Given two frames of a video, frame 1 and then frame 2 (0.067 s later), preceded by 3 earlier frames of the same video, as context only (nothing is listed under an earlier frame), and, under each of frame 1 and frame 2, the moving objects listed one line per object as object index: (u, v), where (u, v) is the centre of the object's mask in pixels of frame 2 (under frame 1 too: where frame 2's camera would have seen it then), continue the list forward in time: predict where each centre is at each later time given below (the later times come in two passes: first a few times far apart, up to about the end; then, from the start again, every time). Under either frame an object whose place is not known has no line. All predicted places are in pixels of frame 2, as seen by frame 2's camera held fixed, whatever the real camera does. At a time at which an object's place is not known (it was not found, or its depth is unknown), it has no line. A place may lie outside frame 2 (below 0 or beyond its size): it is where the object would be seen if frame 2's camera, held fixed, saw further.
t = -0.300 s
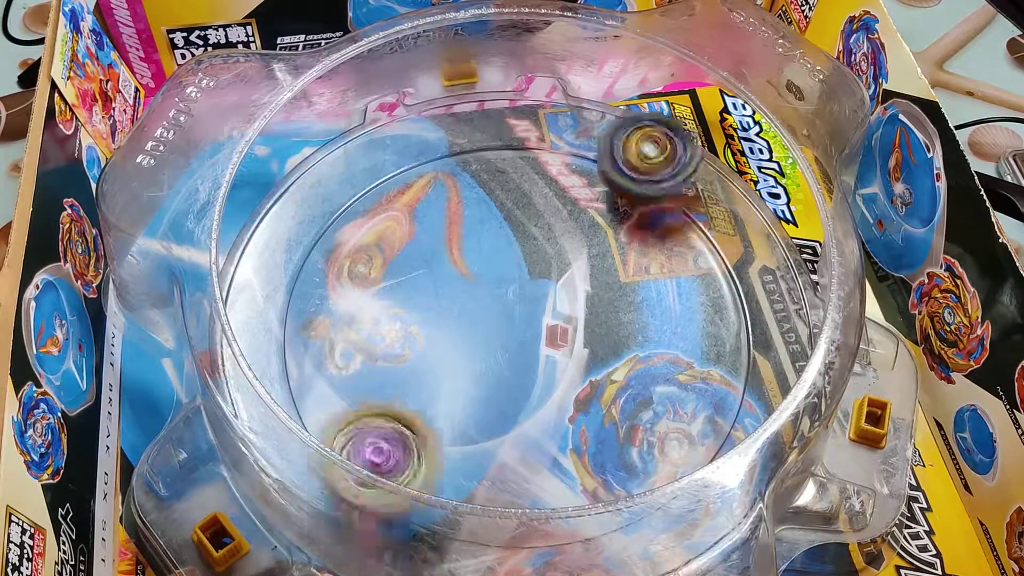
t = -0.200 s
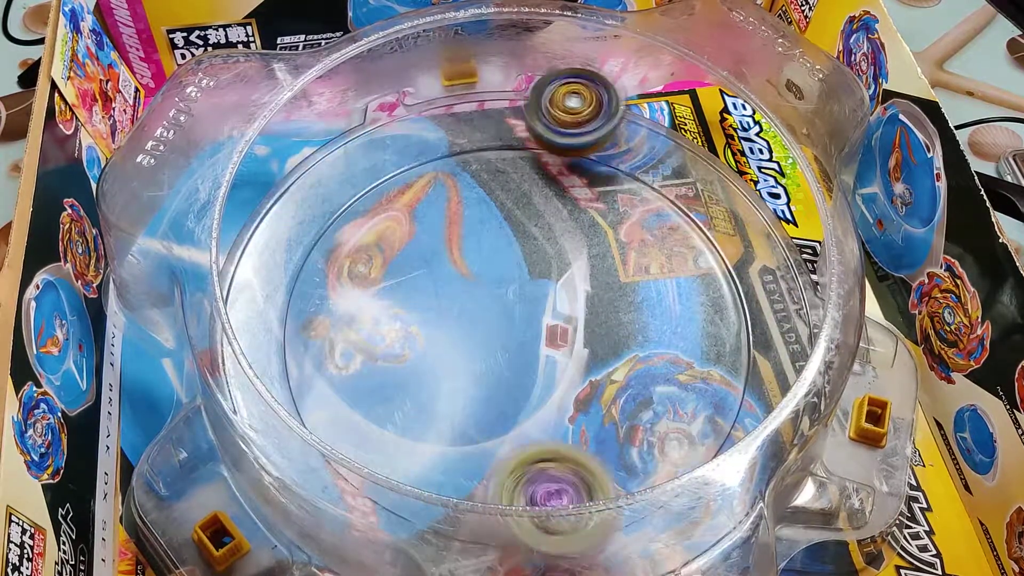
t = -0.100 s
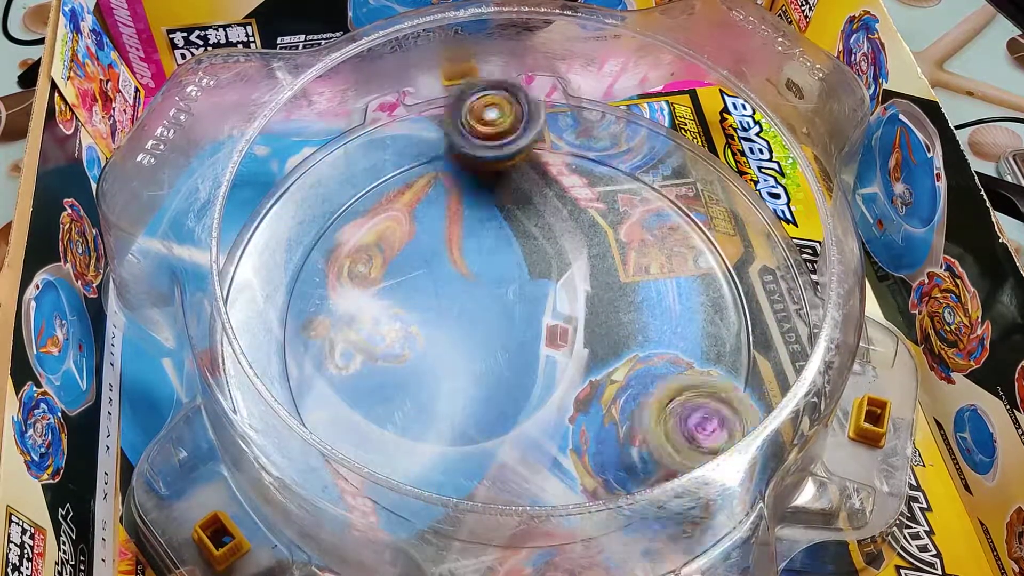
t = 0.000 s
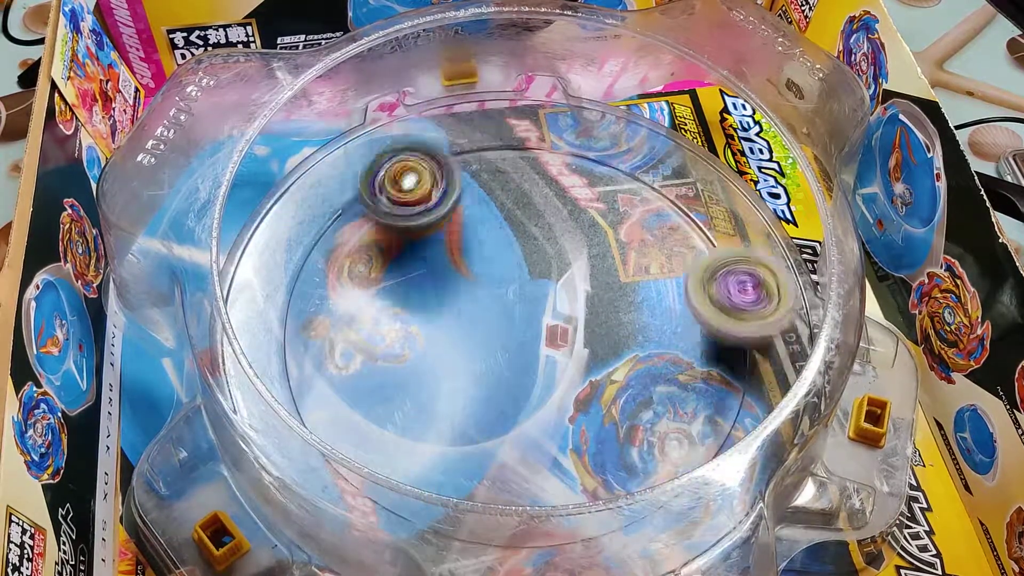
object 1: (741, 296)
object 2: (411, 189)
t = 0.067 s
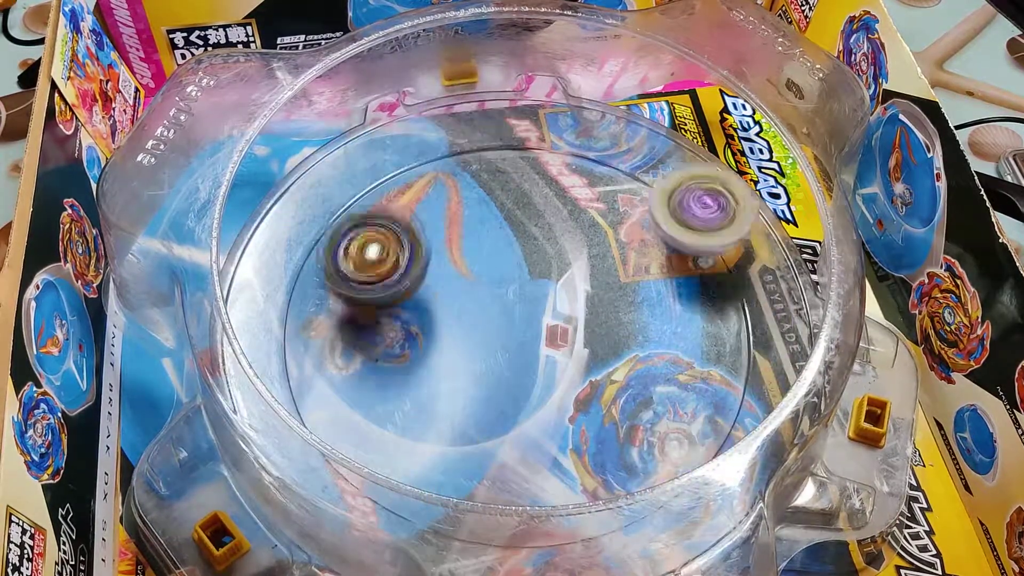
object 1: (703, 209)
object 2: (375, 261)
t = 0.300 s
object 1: (388, 165)
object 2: (496, 470)
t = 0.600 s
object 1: (523, 503)
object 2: (723, 311)
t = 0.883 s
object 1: (675, 185)
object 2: (458, 194)
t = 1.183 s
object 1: (297, 306)
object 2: (343, 413)
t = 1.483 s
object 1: (605, 397)
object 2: (751, 319)
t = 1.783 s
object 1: (581, 137)
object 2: (414, 149)
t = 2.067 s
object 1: (370, 190)
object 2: (420, 495)
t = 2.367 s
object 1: (539, 446)
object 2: (765, 288)
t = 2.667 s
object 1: (718, 239)
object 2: (590, 125)
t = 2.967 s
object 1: (445, 163)
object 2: (388, 318)
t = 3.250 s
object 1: (377, 414)
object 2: (501, 511)
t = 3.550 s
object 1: (580, 378)
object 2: (723, 363)
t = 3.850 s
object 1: (435, 179)
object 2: (628, 183)
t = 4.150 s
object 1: (275, 276)
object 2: (478, 294)
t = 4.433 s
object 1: (420, 376)
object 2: (722, 404)
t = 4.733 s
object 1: (488, 132)
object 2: (691, 430)
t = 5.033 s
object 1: (423, 126)
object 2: (527, 382)
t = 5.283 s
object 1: (435, 245)
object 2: (415, 364)
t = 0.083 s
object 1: (687, 192)
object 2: (370, 280)
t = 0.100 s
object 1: (667, 177)
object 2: (367, 299)
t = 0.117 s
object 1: (647, 163)
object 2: (366, 320)
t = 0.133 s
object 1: (626, 152)
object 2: (369, 341)
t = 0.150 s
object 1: (601, 143)
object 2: (372, 357)
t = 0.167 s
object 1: (578, 137)
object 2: (378, 376)
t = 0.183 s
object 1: (552, 133)
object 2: (386, 395)
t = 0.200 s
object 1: (528, 129)
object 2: (396, 413)
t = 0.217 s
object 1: (501, 130)
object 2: (408, 427)
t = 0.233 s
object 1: (478, 132)
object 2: (423, 439)
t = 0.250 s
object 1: (457, 137)
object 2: (441, 450)
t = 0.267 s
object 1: (432, 143)
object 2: (459, 458)
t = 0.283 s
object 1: (409, 152)
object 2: (477, 465)
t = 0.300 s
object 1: (388, 165)
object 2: (496, 470)
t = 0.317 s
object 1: (366, 178)
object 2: (517, 474)
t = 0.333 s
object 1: (347, 193)
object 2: (538, 476)
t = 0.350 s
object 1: (331, 212)
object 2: (557, 478)
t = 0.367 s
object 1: (317, 233)
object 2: (576, 478)
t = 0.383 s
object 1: (307, 257)
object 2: (598, 475)
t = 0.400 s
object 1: (300, 280)
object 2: (617, 471)
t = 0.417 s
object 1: (297, 305)
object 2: (635, 465)
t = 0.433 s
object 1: (299, 331)
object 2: (651, 459)
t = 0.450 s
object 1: (307, 357)
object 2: (669, 448)
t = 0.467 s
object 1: (319, 379)
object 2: (680, 439)
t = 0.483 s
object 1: (335, 402)
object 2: (697, 425)
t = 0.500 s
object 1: (355, 420)
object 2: (706, 414)
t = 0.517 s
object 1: (371, 450)
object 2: (715, 397)
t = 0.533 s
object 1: (397, 468)
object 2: (724, 380)
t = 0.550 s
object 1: (422, 483)
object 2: (726, 363)
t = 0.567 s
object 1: (452, 495)
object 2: (727, 346)
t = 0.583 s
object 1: (487, 502)
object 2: (726, 328)
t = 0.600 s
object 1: (523, 503)
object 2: (723, 311)
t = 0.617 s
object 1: (556, 500)
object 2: (717, 296)
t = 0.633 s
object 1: (589, 495)
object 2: (711, 280)
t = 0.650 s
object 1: (616, 482)
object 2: (700, 264)
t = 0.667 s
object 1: (637, 457)
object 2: (692, 251)
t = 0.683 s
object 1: (662, 444)
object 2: (676, 235)
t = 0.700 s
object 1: (687, 428)
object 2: (662, 223)
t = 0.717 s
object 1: (709, 408)
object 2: (647, 212)
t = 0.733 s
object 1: (724, 389)
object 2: (627, 206)
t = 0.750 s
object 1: (735, 368)
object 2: (608, 201)
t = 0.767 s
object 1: (741, 343)
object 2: (589, 196)
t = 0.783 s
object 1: (742, 317)
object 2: (570, 192)
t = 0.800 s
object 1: (740, 292)
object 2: (549, 190)
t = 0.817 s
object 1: (734, 269)
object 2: (533, 188)
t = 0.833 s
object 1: (724, 245)
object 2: (512, 187)
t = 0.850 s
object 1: (712, 224)
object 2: (495, 187)
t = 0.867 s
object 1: (694, 202)
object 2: (477, 189)
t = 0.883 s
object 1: (675, 185)
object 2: (458, 194)
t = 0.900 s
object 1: (653, 170)
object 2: (442, 198)
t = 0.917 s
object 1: (629, 157)
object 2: (424, 204)
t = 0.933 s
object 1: (606, 146)
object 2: (409, 213)
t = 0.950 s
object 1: (579, 139)
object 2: (394, 222)
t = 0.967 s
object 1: (552, 133)
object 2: (379, 231)
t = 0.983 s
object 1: (526, 130)
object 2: (367, 243)
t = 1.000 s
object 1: (499, 132)
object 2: (355, 254)
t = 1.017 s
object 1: (475, 134)
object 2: (345, 267)
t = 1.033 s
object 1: (449, 139)
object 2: (335, 282)
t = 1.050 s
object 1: (422, 147)
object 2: (329, 294)
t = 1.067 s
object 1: (398, 158)
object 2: (323, 309)
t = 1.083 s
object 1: (376, 171)
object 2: (319, 325)
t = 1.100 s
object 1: (353, 187)
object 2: (316, 340)
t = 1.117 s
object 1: (335, 208)
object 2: (316, 358)
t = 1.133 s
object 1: (320, 230)
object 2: (319, 370)
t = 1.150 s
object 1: (307, 255)
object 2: (324, 383)
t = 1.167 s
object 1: (300, 279)
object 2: (330, 398)
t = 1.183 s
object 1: (297, 306)
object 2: (343, 413)
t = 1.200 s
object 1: (301, 325)
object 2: (359, 430)
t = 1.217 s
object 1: (307, 342)
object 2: (375, 457)
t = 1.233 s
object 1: (314, 361)
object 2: (405, 486)
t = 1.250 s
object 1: (323, 376)
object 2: (430, 494)
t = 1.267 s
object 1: (336, 392)
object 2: (463, 506)
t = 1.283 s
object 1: (352, 406)
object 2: (495, 515)
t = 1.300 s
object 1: (368, 417)
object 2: (532, 511)
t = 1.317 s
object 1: (387, 428)
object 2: (567, 507)
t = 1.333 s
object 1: (408, 436)
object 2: (598, 502)
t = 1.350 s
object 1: (426, 442)
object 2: (620, 470)
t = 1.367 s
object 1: (451, 445)
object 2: (649, 459)
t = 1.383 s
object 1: (477, 446)
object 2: (675, 444)
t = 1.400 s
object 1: (500, 446)
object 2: (696, 429)
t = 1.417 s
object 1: (522, 440)
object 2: (715, 410)
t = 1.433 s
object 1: (545, 433)
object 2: (731, 388)
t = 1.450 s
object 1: (568, 425)
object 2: (740, 374)
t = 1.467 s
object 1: (588, 412)
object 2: (749, 343)
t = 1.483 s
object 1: (605, 397)
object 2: (751, 319)
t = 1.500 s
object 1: (622, 382)
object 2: (746, 293)
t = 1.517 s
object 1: (631, 367)
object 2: (740, 269)
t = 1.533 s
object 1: (644, 351)
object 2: (730, 246)
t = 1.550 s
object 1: (654, 332)
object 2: (717, 227)
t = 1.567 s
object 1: (662, 313)
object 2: (704, 218)
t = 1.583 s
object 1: (665, 297)
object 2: (683, 188)
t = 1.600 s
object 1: (667, 278)
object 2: (663, 172)
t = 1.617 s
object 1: (666, 260)
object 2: (644, 158)
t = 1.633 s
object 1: (663, 244)
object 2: (623, 150)
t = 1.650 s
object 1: (660, 230)
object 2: (597, 141)
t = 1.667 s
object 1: (655, 216)
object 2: (574, 137)
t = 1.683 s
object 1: (647, 200)
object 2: (550, 132)
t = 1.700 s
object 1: (639, 188)
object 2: (527, 130)
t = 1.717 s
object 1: (630, 176)
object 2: (500, 130)
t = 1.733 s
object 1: (617, 164)
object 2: (478, 129)
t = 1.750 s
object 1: (608, 153)
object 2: (456, 137)
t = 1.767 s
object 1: (596, 146)
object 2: (435, 142)
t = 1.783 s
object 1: (581, 137)
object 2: (414, 149)
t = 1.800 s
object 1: (569, 132)
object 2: (392, 160)
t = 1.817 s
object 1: (555, 132)
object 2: (372, 173)
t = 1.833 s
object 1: (541, 132)
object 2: (353, 189)
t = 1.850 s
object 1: (527, 131)
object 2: (337, 205)
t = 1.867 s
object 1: (513, 131)
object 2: (324, 224)
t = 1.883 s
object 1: (499, 131)
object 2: (310, 244)
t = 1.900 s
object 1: (486, 131)
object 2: (301, 269)
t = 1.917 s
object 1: (475, 133)
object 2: (294, 291)
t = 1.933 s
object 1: (462, 137)
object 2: (291, 315)
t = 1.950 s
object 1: (449, 140)
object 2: (296, 340)
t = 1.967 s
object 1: (438, 145)
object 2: (305, 365)
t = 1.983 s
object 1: (424, 148)
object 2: (314, 384)
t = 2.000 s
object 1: (412, 154)
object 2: (331, 407)
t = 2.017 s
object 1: (399, 161)
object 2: (341, 438)
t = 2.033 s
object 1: (391, 166)
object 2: (364, 461)
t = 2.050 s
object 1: (379, 179)
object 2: (387, 478)
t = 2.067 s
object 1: (370, 190)
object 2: (420, 495)
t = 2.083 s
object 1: (362, 203)
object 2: (446, 504)
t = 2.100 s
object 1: (356, 216)
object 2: (479, 516)
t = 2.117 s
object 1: (351, 231)
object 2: (513, 519)
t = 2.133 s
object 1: (346, 247)
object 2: (547, 519)
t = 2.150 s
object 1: (346, 264)
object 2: (576, 518)
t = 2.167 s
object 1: (348, 282)
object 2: (603, 513)
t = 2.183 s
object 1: (353, 301)
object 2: (624, 471)
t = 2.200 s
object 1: (358, 322)
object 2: (647, 461)
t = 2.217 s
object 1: (366, 340)
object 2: (674, 448)
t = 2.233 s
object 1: (378, 358)
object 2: (694, 433)
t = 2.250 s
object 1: (393, 373)
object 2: (714, 417)
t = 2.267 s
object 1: (408, 390)
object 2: (729, 399)
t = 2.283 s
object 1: (426, 403)
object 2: (740, 382)
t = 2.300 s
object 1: (446, 417)
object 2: (749, 362)
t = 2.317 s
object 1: (468, 428)
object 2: (756, 345)
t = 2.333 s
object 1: (490, 436)
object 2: (761, 326)
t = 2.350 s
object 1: (516, 441)
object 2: (764, 305)
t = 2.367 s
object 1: (539, 446)
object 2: (765, 288)
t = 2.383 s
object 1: (561, 443)
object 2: (765, 273)
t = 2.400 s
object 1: (588, 443)
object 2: (765, 256)
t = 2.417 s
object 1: (609, 436)
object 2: (759, 243)
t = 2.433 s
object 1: (628, 430)
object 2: (753, 224)
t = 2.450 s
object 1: (650, 422)
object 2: (749, 211)
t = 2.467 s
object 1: (669, 411)
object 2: (741, 197)
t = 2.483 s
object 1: (686, 400)
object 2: (734, 185)
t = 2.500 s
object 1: (702, 388)
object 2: (725, 172)
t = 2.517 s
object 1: (717, 373)
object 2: (717, 161)
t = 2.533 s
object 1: (727, 358)
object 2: (707, 149)
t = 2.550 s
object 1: (737, 342)
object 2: (696, 138)
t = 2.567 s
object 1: (744, 326)
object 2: (684, 131)
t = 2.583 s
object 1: (745, 313)
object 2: (671, 120)
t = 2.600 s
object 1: (740, 297)
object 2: (656, 115)
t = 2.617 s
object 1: (736, 282)
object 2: (640, 109)
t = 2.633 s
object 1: (729, 267)
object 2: (622, 114)
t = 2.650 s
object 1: (723, 253)
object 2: (607, 121)
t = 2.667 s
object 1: (718, 239)
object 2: (590, 125)
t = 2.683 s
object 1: (710, 227)
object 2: (577, 131)
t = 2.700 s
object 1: (701, 210)
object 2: (562, 137)
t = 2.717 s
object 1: (691, 200)
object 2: (544, 146)
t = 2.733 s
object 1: (680, 191)
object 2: (527, 156)
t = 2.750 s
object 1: (667, 181)
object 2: (514, 159)
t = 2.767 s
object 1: (654, 172)
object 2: (499, 171)
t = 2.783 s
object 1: (638, 163)
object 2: (488, 180)
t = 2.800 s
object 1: (624, 156)
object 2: (475, 190)
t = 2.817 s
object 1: (607, 151)
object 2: (462, 199)
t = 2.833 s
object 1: (588, 146)
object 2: (448, 213)
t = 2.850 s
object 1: (571, 144)
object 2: (439, 221)
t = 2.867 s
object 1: (552, 144)
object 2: (428, 239)
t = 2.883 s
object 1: (534, 142)
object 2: (418, 250)
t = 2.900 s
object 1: (514, 144)
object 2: (409, 265)
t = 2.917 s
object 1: (496, 147)
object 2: (401, 276)
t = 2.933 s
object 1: (480, 151)
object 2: (394, 298)
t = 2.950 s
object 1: (462, 157)
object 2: (393, 304)
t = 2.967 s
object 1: (445, 163)
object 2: (388, 318)
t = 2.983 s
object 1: (426, 175)
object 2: (386, 330)
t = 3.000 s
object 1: (410, 187)
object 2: (384, 346)
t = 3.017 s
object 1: (397, 200)
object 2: (384, 358)
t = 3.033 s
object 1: (383, 215)
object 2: (384, 371)
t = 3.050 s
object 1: (370, 233)
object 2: (387, 383)
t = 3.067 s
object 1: (361, 248)
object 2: (387, 394)
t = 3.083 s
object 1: (353, 266)
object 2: (392, 408)
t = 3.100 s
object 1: (346, 288)
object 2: (394, 416)
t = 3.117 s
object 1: (346, 306)
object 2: (402, 427)
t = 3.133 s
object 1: (346, 326)
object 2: (409, 435)
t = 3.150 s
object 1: (347, 348)
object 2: (416, 442)
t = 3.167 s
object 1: (350, 362)
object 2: (427, 452)
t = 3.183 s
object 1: (350, 374)
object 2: (442, 461)
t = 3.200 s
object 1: (355, 387)
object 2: (459, 470)
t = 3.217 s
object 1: (358, 397)
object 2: (472, 476)
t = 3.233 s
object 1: (367, 406)
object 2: (484, 505)
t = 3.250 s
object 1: (377, 414)
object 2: (501, 511)
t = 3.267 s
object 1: (387, 423)
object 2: (519, 514)
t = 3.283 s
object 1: (401, 429)
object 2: (535, 512)
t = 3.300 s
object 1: (413, 434)
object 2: (549, 510)
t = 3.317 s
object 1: (428, 441)
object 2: (565, 502)
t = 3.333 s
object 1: (442, 445)
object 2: (573, 477)
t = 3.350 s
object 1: (460, 448)
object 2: (587, 471)
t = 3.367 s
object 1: (472, 448)
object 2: (605, 465)
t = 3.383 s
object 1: (479, 447)
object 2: (626, 458)
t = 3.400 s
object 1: (488, 446)
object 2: (640, 453)
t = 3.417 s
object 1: (499, 444)
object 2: (661, 444)
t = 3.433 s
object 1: (511, 438)
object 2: (674, 436)
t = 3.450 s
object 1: (521, 432)
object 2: (686, 426)
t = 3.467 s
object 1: (533, 427)
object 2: (701, 416)
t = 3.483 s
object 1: (543, 419)
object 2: (707, 406)
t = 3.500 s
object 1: (555, 409)
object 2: (716, 398)
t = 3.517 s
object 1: (564, 398)
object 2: (720, 389)
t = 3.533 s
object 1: (571, 389)
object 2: (726, 375)
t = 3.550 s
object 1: (580, 378)
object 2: (723, 363)
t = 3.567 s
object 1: (586, 363)
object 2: (722, 348)
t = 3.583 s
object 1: (592, 352)
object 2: (719, 337)
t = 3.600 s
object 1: (595, 337)
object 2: (716, 327)
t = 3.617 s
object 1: (596, 324)
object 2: (711, 314)
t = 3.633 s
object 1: (594, 310)
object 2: (710, 299)
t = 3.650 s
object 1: (583, 297)
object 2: (713, 291)
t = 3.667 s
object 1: (572, 280)
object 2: (715, 277)
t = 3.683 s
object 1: (563, 266)
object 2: (718, 264)
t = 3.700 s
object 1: (550, 252)
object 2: (715, 252)
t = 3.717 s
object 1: (540, 239)
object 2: (712, 242)
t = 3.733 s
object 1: (529, 229)
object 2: (707, 234)
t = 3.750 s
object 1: (514, 215)
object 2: (699, 226)
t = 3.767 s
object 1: (500, 206)
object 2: (688, 213)
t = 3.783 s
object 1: (488, 197)
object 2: (679, 204)
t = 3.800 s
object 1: (475, 191)
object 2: (669, 198)
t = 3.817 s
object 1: (461, 185)
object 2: (656, 192)
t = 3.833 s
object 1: (447, 181)
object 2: (645, 185)
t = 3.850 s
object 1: (435, 179)
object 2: (628, 183)
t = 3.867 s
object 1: (423, 178)
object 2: (616, 178)
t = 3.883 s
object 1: (410, 178)
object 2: (599, 178)
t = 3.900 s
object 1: (399, 180)
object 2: (587, 179)
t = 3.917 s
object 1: (389, 181)
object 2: (570, 181)
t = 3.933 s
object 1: (377, 183)
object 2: (556, 181)
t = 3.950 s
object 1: (366, 187)
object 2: (540, 185)
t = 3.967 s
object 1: (359, 191)
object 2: (528, 185)
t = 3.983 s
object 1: (351, 195)
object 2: (513, 190)
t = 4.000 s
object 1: (343, 202)
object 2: (500, 193)
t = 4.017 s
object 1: (336, 210)
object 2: (487, 201)
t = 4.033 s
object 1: (333, 218)
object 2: (473, 206)
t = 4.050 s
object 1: (328, 228)
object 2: (462, 215)
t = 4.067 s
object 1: (327, 237)
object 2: (449, 222)
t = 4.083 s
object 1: (326, 249)
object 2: (439, 231)
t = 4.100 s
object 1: (325, 260)
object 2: (430, 241)
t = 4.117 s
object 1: (324, 270)
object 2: (424, 253)
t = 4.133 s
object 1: (291, 272)
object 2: (444, 274)
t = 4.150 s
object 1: (275, 276)
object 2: (478, 294)
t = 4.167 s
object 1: (264, 280)
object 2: (503, 310)
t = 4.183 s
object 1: (258, 287)
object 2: (535, 334)
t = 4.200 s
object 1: (241, 298)
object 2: (564, 354)
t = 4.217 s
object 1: (245, 301)
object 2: (597, 368)
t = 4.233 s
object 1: (256, 306)
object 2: (619, 381)
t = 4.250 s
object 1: (270, 312)
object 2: (651, 393)
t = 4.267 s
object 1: (278, 319)
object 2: (675, 405)
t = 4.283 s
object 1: (287, 325)
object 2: (698, 411)
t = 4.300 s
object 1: (298, 332)
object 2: (714, 410)
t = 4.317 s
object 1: (312, 341)
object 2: (726, 411)
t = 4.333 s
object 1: (327, 347)
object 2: (733, 413)
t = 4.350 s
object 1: (340, 354)
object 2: (737, 413)
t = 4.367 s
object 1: (356, 359)
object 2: (735, 412)
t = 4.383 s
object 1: (371, 365)
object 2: (734, 409)
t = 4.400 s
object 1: (386, 370)
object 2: (731, 406)
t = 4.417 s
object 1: (403, 373)
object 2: (727, 404)
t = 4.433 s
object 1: (420, 376)
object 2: (722, 404)
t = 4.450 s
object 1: (439, 377)
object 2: (720, 401)
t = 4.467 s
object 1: (455, 376)
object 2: (713, 402)
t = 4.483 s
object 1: (473, 375)
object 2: (707, 396)
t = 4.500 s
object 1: (491, 373)
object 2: (694, 399)
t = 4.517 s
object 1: (508, 369)
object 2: (685, 389)
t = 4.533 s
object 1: (526, 362)
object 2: (676, 384)
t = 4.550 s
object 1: (543, 355)
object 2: (664, 380)
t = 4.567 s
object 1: (548, 340)
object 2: (662, 386)
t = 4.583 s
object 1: (543, 314)
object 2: (678, 398)
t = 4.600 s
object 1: (540, 291)
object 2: (686, 408)
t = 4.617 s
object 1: (536, 267)
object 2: (693, 414)
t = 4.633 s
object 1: (531, 245)
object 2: (701, 417)
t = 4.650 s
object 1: (527, 223)
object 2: (700, 417)
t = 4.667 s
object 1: (521, 203)
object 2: (699, 422)
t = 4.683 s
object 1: (513, 183)
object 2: (697, 425)
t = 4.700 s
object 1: (505, 163)
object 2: (695, 425)
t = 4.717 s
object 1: (497, 147)
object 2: (697, 426)
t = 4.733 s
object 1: (488, 132)
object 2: (691, 430)
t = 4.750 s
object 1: (481, 125)
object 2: (690, 430)
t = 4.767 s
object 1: (472, 119)
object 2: (688, 432)
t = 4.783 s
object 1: (464, 117)
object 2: (681, 435)
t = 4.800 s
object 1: (456, 112)
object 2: (675, 435)
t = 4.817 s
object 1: (451, 109)
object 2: (666, 435)
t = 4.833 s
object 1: (444, 107)
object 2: (660, 429)
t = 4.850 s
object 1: (440, 106)
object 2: (650, 426)
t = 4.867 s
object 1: (435, 105)
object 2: (638, 422)
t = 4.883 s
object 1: (433, 107)
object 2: (630, 418)
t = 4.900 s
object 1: (431, 108)
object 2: (620, 414)
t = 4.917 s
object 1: (430, 110)
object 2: (609, 412)
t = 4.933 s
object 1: (428, 112)
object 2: (597, 408)
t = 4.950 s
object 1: (428, 113)
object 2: (586, 404)
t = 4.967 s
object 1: (427, 115)
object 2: (574, 400)
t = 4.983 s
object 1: (426, 117)
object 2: (562, 396)
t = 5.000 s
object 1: (425, 120)
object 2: (550, 393)
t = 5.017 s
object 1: (423, 123)
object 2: (539, 387)
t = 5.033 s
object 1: (423, 126)
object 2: (527, 382)
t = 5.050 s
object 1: (422, 130)
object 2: (515, 379)
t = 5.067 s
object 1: (422, 134)
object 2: (503, 376)
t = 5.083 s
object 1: (420, 138)
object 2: (492, 372)
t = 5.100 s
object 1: (421, 145)
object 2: (482, 368)
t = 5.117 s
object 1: (420, 153)
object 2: (471, 368)
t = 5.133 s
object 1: (420, 161)
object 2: (462, 364)
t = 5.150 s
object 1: (420, 167)
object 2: (454, 362)
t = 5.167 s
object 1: (420, 175)
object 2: (446, 361)
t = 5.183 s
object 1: (420, 185)
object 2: (439, 360)
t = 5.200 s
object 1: (421, 194)
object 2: (433, 360)
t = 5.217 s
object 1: (424, 204)
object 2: (428, 361)
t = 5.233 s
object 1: (426, 213)
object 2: (424, 361)
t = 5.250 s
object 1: (428, 223)
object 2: (421, 362)
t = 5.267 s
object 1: (430, 233)
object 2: (417, 363)
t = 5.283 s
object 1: (435, 245)
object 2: (415, 364)
